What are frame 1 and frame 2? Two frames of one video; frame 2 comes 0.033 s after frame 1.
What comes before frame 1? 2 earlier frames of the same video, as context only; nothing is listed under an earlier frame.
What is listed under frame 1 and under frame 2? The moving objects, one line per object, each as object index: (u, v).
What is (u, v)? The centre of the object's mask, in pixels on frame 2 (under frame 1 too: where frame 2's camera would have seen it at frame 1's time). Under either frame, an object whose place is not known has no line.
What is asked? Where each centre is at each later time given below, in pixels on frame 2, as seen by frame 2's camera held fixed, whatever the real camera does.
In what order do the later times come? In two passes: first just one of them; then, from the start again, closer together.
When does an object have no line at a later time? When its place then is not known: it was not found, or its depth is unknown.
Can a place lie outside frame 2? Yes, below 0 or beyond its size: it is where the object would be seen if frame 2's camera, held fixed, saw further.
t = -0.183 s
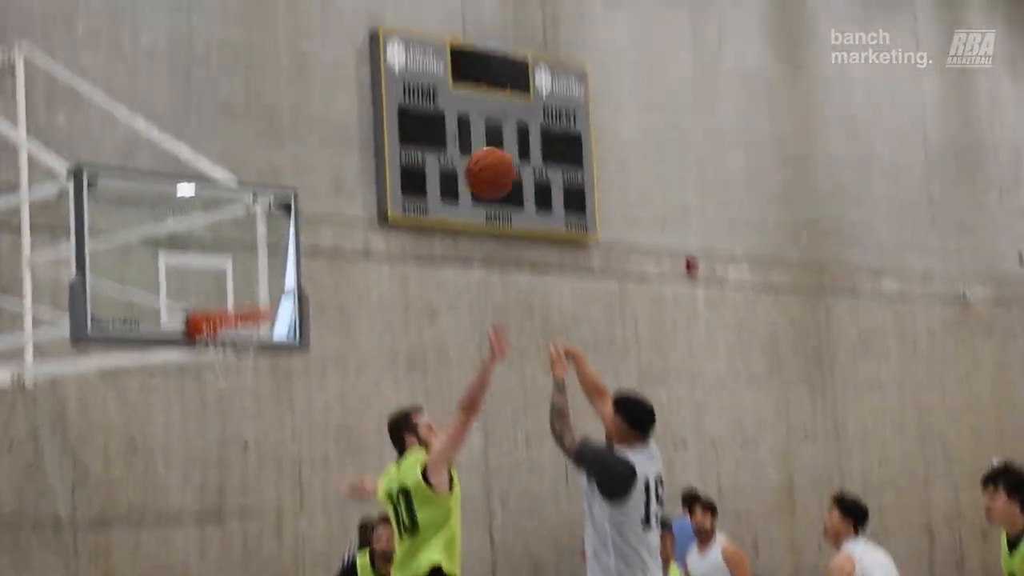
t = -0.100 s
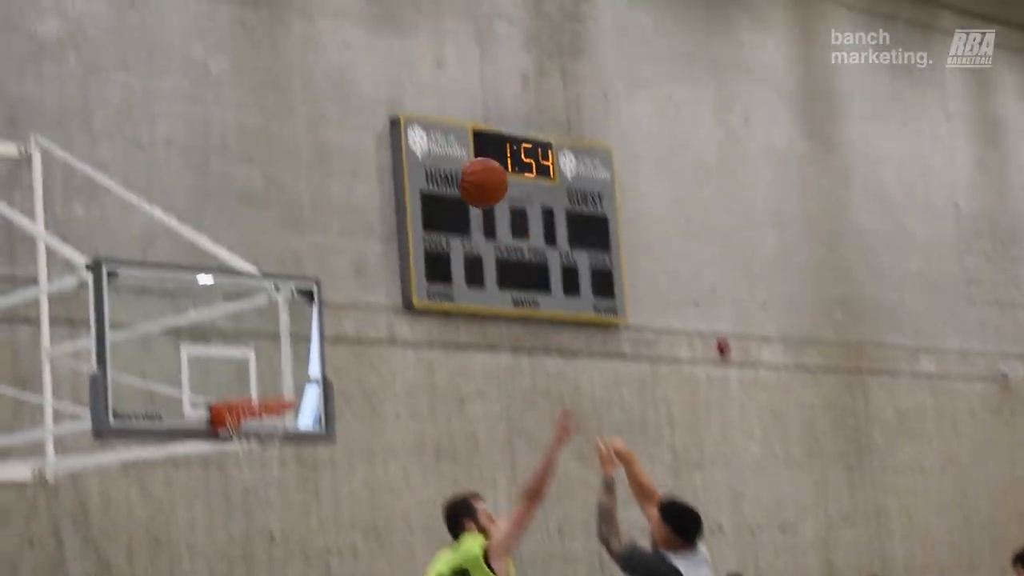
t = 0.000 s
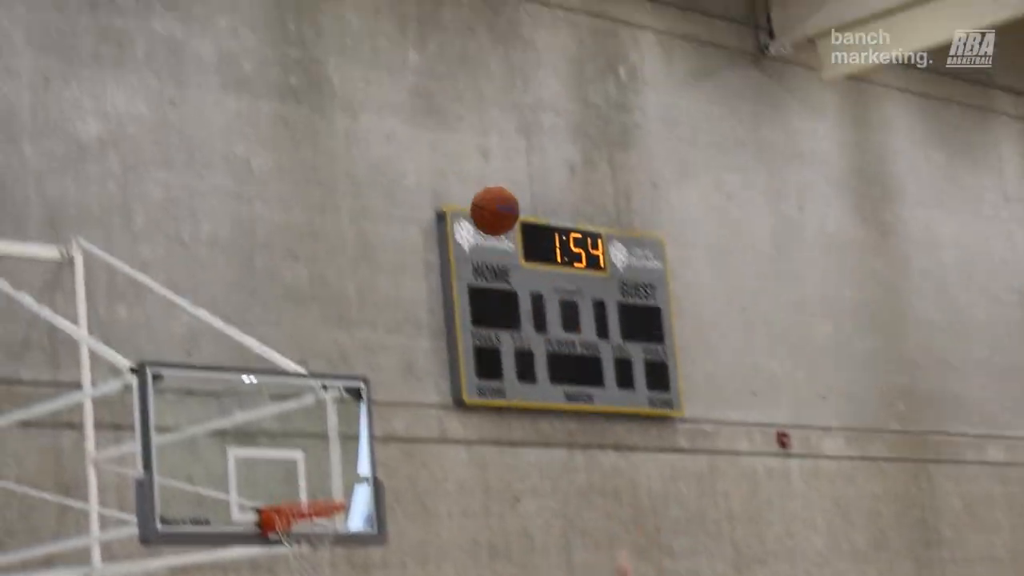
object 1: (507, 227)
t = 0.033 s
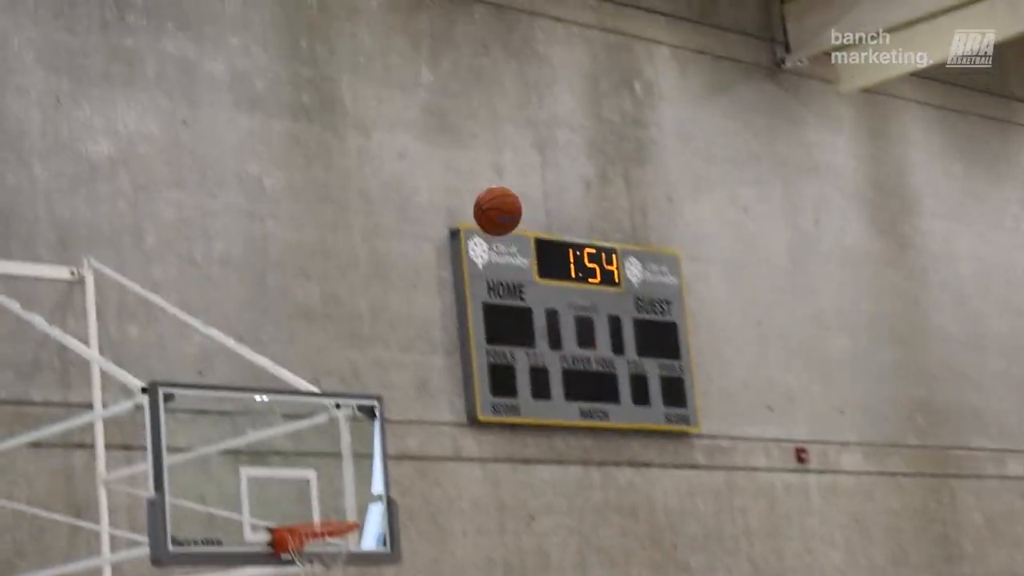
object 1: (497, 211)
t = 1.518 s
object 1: (393, 501)
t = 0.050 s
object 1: (492, 204)
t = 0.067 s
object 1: (487, 197)
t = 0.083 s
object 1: (482, 190)
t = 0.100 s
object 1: (477, 185)
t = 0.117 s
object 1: (472, 181)
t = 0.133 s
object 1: (468, 177)
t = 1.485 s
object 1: (385, 493)
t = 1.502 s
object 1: (389, 496)
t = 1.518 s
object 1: (393, 501)
